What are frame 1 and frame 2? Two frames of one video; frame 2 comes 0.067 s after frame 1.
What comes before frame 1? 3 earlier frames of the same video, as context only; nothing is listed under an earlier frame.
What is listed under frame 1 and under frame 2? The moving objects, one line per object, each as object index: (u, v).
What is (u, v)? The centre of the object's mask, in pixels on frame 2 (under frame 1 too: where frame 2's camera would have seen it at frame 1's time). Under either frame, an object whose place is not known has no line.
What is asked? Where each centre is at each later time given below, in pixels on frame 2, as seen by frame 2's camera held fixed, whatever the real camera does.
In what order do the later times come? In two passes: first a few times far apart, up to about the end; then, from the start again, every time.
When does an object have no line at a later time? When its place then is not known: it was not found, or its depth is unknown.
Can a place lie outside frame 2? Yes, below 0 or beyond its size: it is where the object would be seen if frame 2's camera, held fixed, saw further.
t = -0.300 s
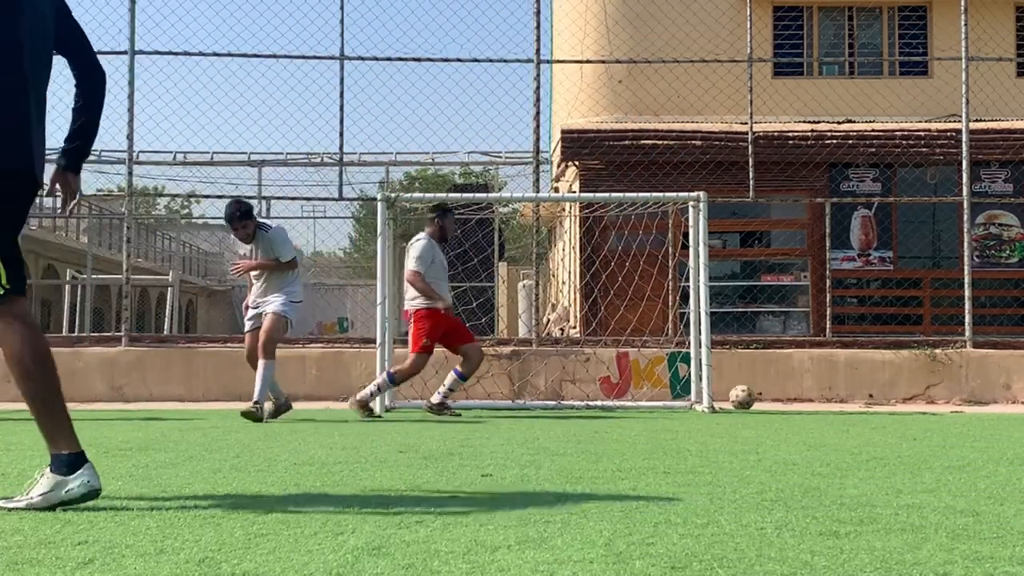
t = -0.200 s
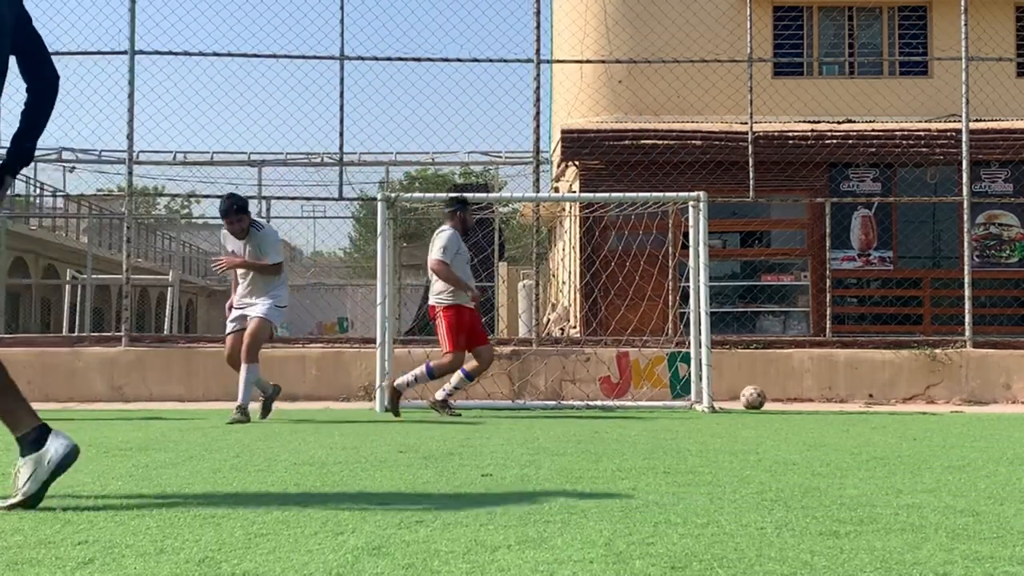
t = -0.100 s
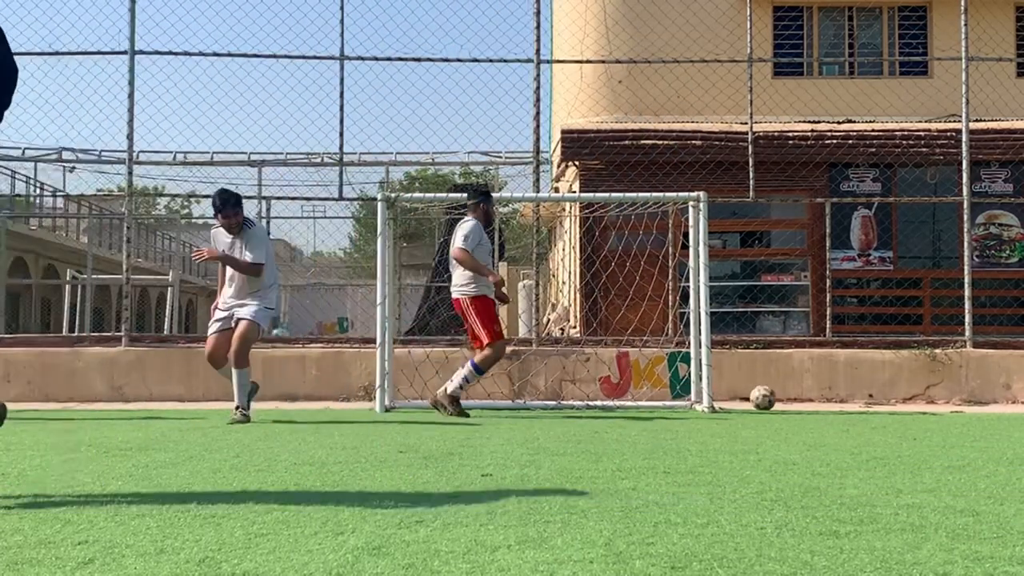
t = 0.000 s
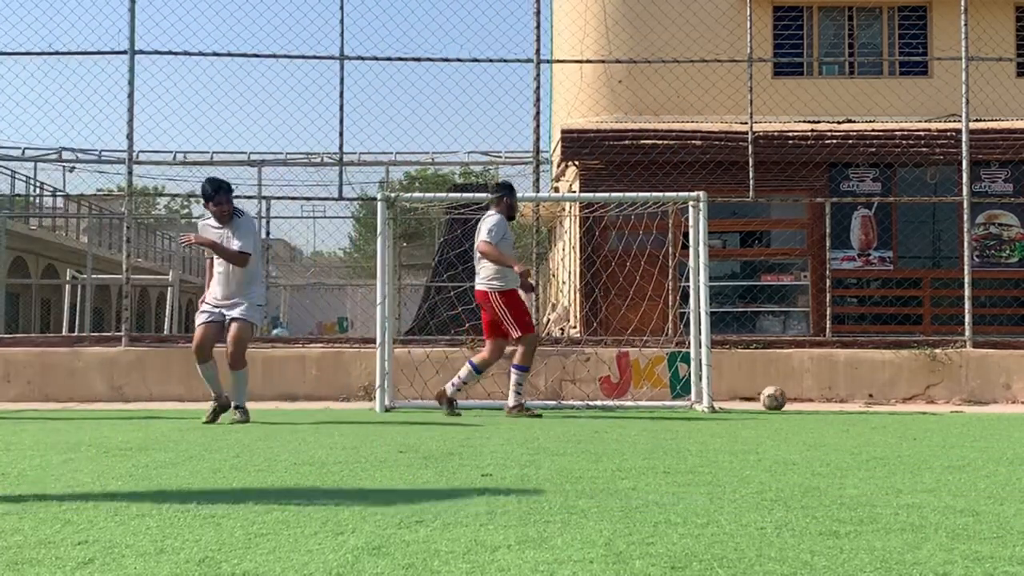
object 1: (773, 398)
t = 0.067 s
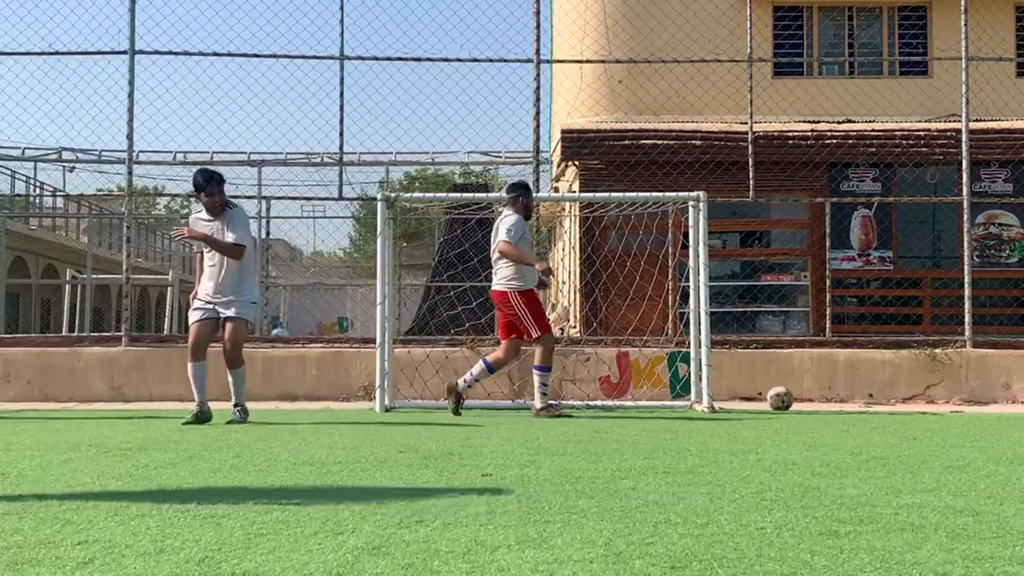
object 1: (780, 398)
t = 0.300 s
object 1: (804, 398)
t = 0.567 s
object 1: (830, 399)
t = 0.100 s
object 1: (783, 398)
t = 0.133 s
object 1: (786, 398)
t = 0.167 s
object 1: (790, 398)
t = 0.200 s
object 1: (793, 398)
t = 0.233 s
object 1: (797, 398)
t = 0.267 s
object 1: (800, 398)
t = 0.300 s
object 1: (804, 398)
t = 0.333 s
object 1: (807, 398)
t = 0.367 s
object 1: (810, 398)
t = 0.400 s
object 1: (814, 399)
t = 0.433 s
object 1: (817, 399)
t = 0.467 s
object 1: (821, 399)
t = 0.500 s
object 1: (824, 399)
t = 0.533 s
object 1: (827, 399)
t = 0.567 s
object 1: (830, 399)
